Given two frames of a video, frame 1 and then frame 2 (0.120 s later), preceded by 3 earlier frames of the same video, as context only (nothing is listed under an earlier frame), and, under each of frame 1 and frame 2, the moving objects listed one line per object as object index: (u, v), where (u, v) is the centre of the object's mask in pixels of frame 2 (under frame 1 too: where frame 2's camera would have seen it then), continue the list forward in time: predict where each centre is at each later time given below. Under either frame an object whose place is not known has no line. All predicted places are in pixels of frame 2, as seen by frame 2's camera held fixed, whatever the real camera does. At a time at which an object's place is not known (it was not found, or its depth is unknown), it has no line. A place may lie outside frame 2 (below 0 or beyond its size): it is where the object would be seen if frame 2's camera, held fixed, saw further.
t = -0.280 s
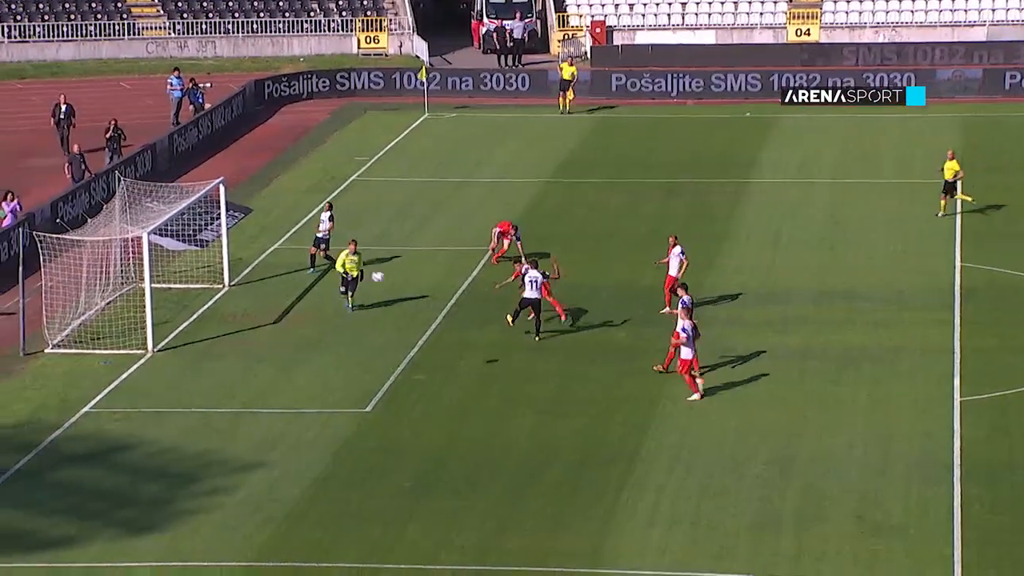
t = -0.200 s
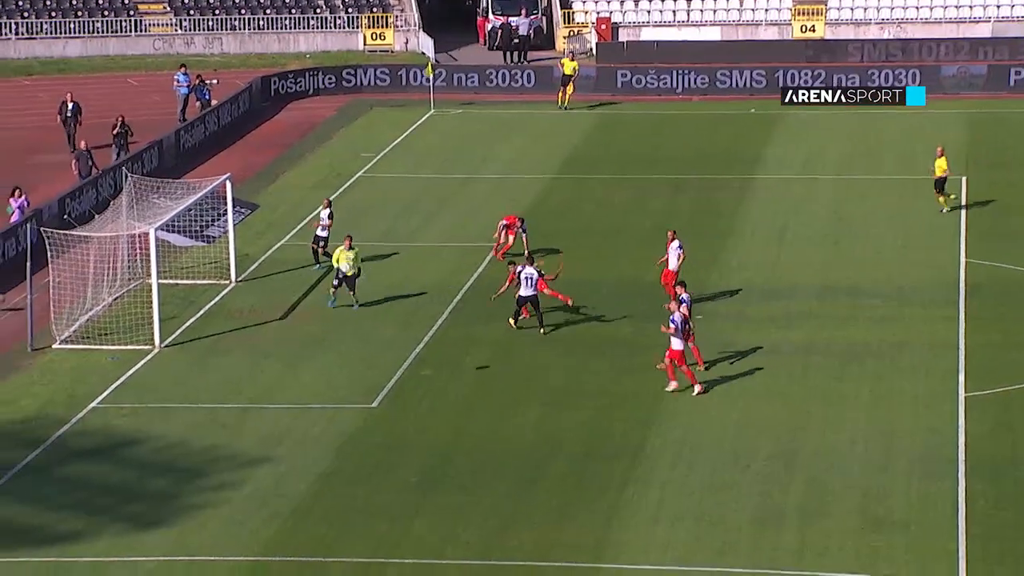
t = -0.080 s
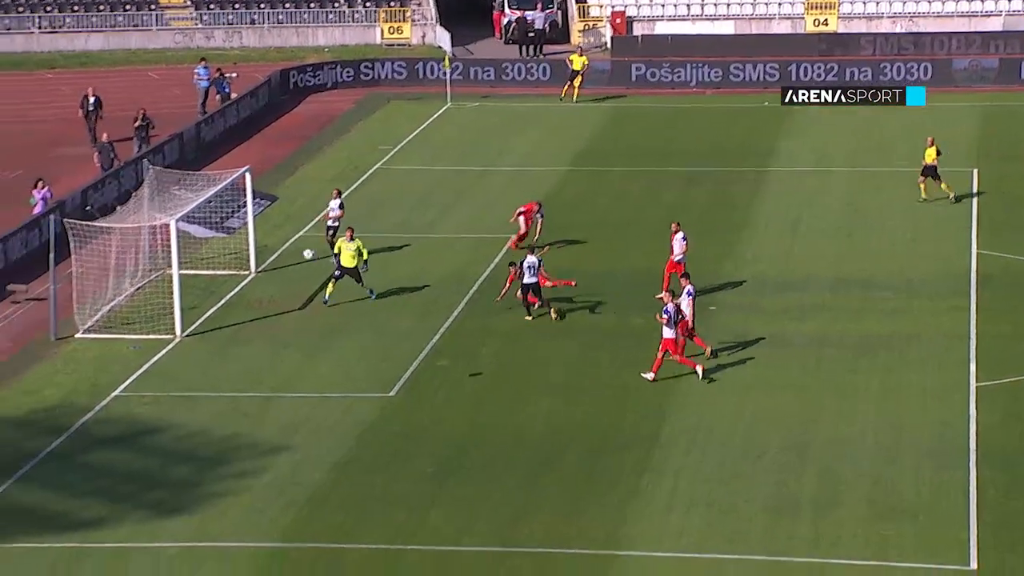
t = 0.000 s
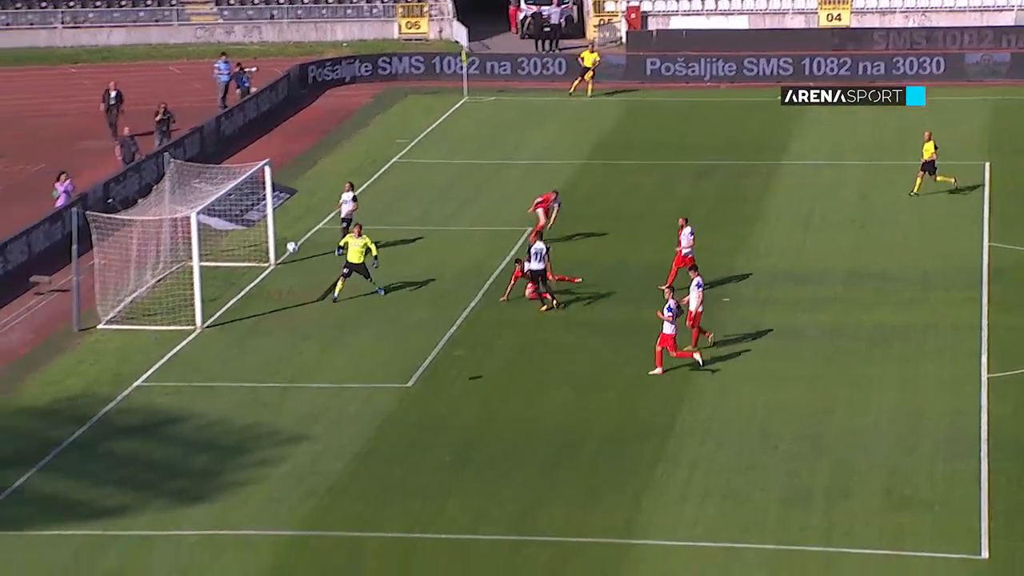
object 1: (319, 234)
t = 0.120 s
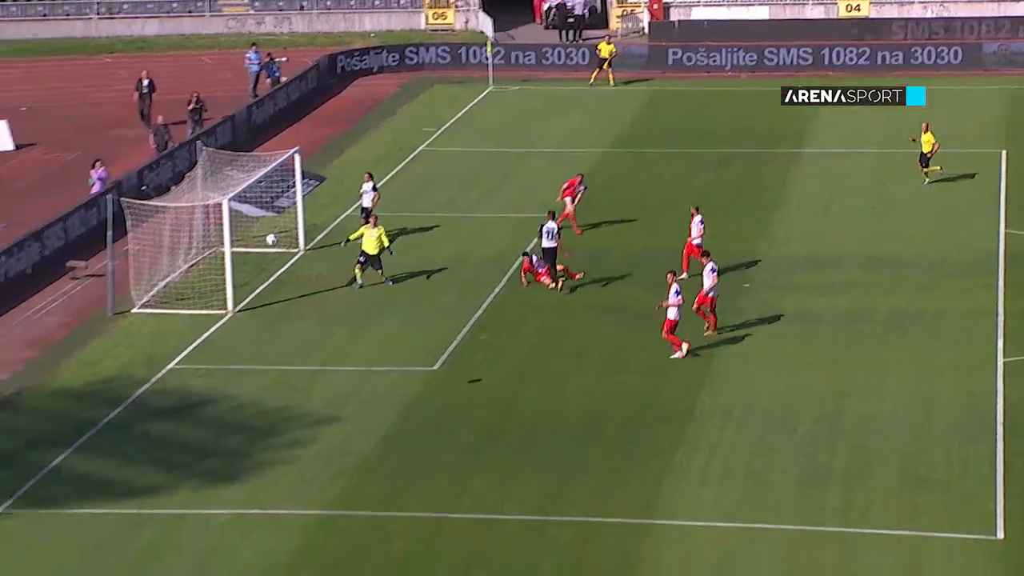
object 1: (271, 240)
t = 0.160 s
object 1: (256, 243)
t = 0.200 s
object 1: (241, 247)
